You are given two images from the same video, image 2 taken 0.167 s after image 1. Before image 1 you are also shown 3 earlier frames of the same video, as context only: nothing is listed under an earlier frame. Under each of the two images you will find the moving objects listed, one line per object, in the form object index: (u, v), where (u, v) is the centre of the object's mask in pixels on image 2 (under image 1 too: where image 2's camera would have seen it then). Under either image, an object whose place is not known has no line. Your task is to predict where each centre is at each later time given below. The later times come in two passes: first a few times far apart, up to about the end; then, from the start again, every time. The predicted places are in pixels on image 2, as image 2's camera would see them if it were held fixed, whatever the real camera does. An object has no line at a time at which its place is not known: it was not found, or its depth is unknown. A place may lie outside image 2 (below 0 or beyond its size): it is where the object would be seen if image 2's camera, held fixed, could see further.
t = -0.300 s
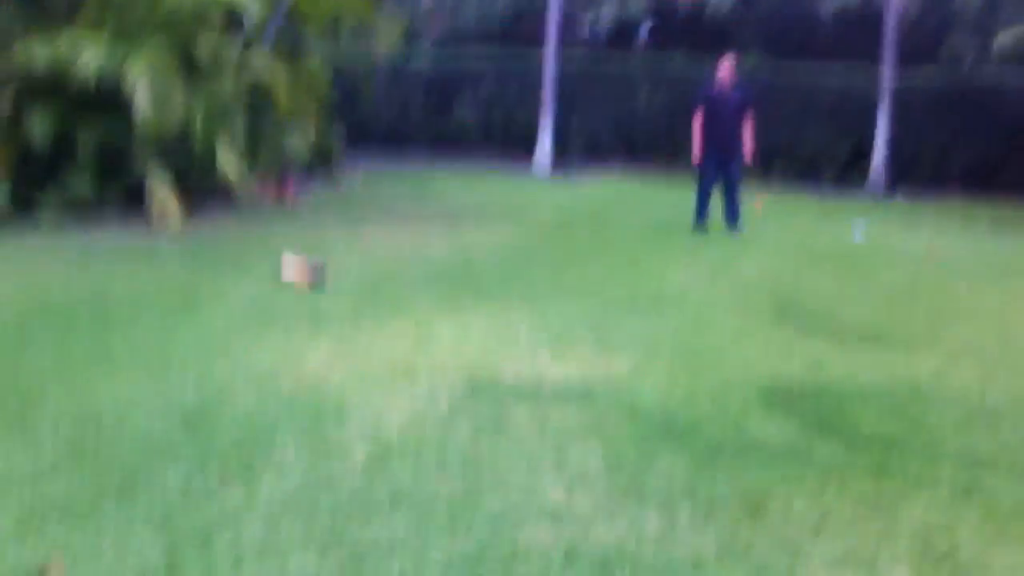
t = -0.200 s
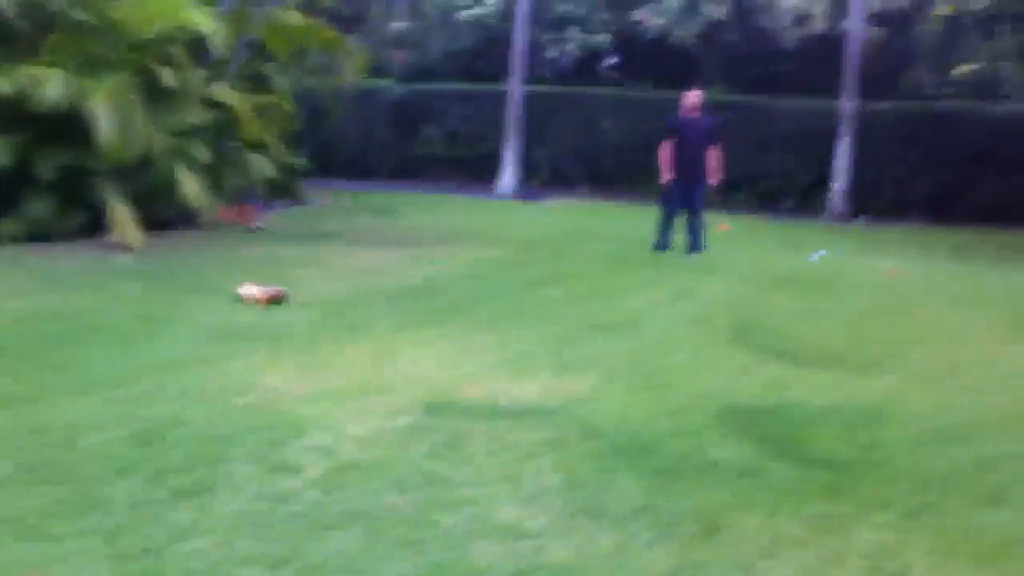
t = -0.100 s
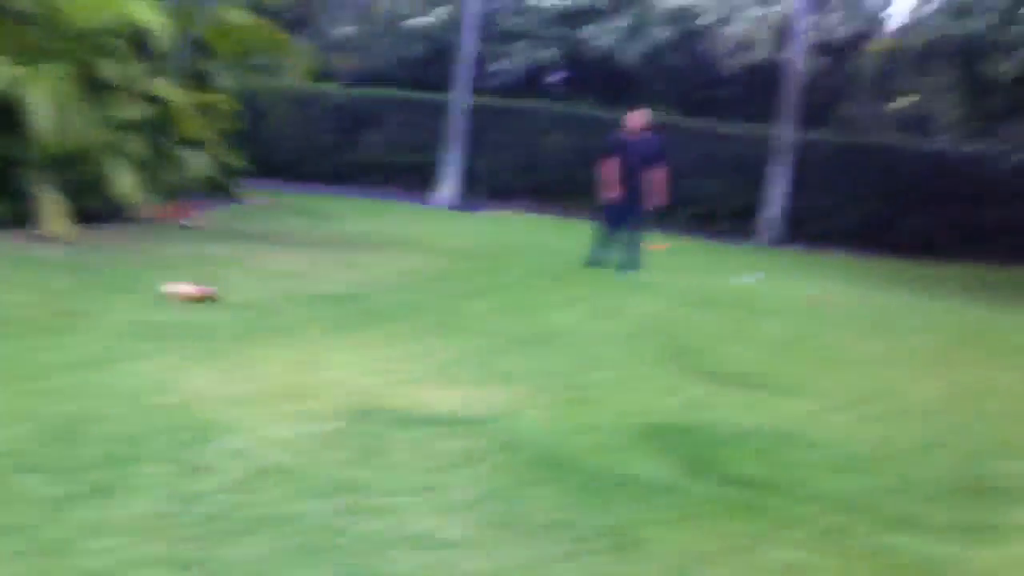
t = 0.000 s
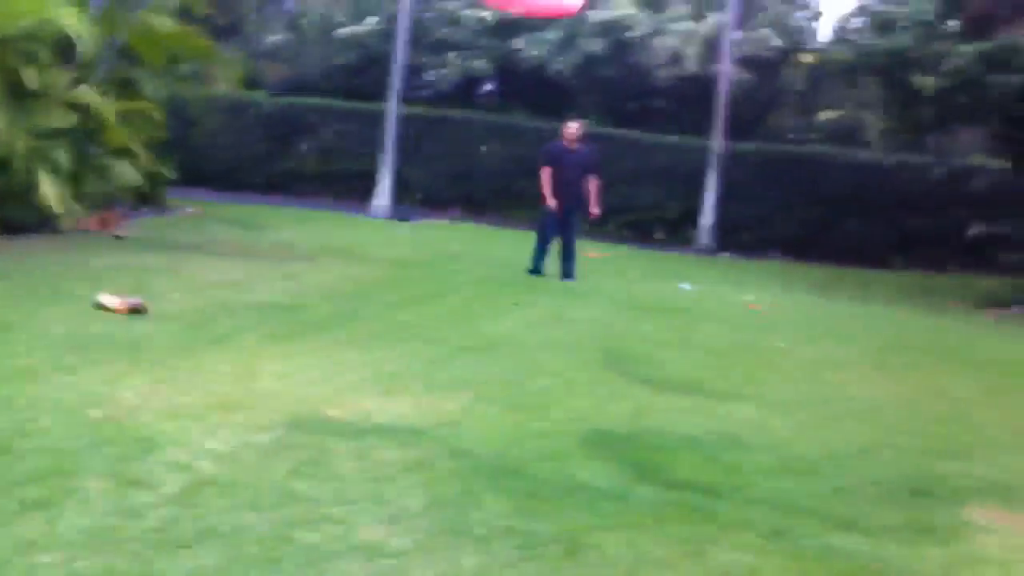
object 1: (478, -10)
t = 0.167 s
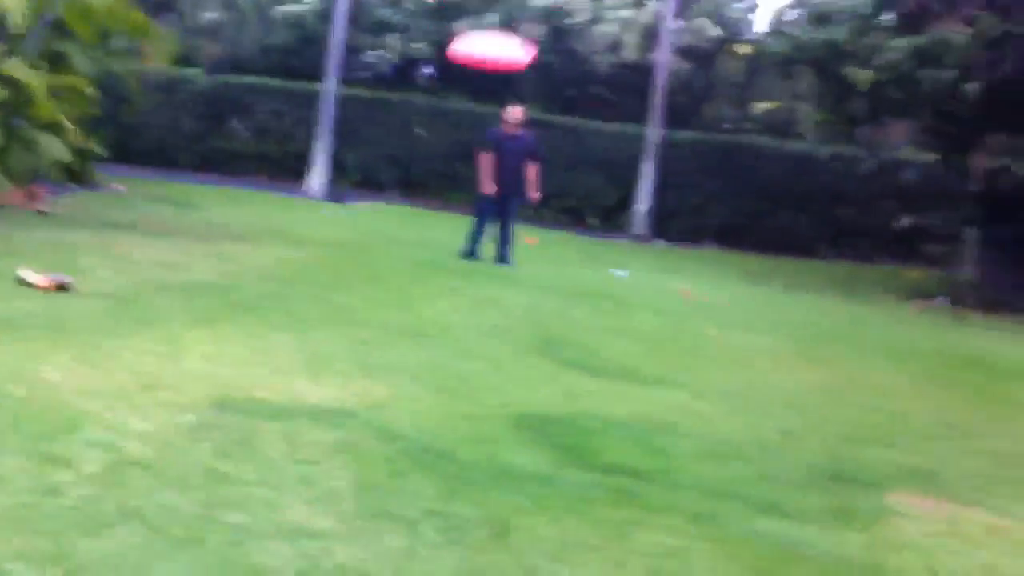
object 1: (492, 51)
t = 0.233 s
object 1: (497, 85)
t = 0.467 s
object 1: (506, 187)
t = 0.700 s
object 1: (504, 299)
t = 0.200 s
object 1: (494, 68)
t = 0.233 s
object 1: (497, 85)
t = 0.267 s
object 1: (496, 97)
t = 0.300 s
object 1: (499, 110)
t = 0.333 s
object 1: (503, 128)
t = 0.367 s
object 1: (502, 141)
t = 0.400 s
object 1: (505, 156)
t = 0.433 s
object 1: (504, 172)
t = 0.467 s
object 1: (506, 187)
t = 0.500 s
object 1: (507, 201)
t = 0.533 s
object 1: (508, 215)
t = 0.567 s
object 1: (508, 233)
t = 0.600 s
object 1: (507, 249)
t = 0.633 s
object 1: (507, 266)
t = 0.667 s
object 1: (505, 282)
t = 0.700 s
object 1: (504, 299)
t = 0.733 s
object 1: (502, 316)
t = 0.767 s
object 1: (499, 334)
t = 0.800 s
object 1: (496, 351)
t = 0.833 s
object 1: (494, 369)
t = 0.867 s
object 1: (491, 388)
